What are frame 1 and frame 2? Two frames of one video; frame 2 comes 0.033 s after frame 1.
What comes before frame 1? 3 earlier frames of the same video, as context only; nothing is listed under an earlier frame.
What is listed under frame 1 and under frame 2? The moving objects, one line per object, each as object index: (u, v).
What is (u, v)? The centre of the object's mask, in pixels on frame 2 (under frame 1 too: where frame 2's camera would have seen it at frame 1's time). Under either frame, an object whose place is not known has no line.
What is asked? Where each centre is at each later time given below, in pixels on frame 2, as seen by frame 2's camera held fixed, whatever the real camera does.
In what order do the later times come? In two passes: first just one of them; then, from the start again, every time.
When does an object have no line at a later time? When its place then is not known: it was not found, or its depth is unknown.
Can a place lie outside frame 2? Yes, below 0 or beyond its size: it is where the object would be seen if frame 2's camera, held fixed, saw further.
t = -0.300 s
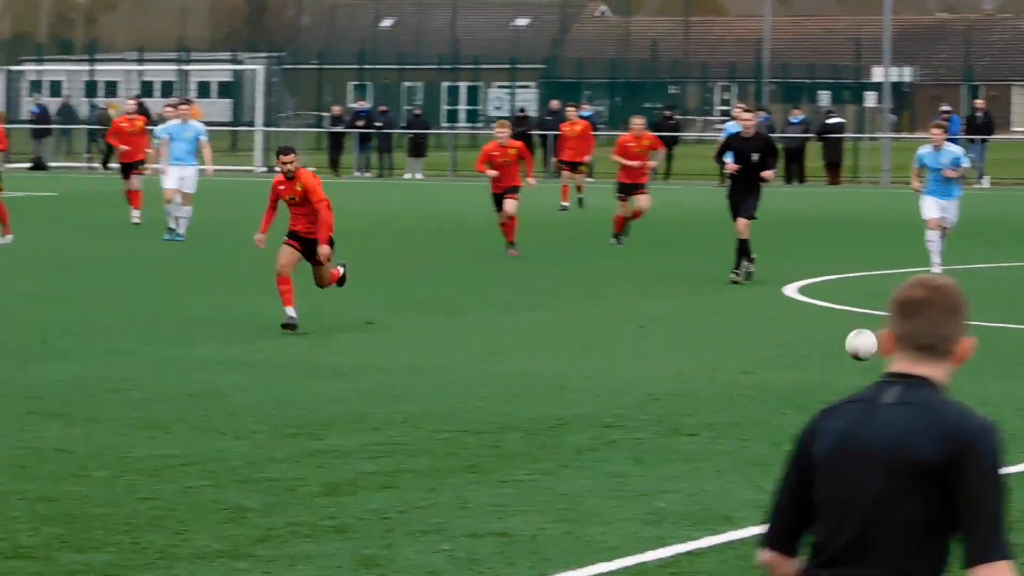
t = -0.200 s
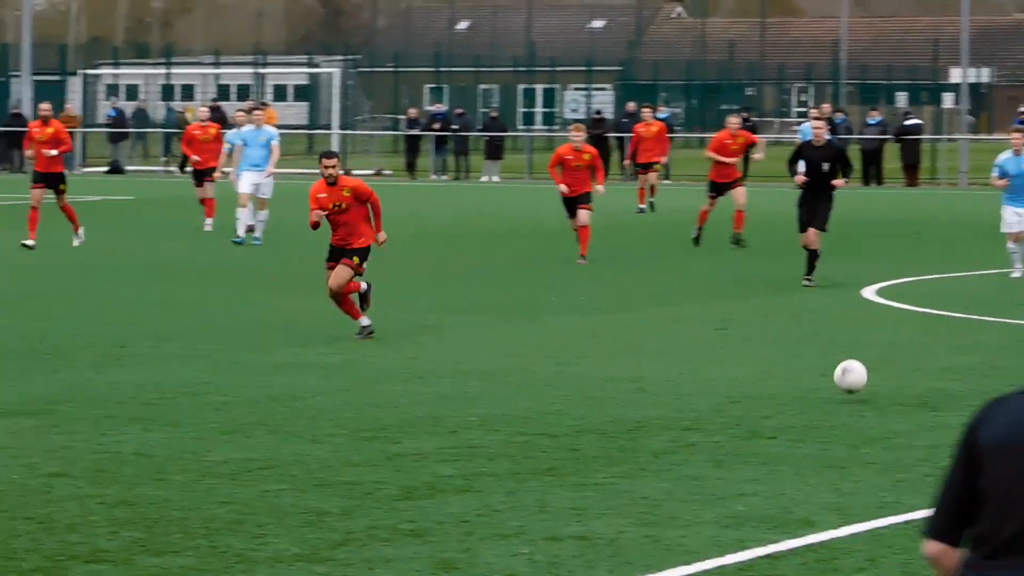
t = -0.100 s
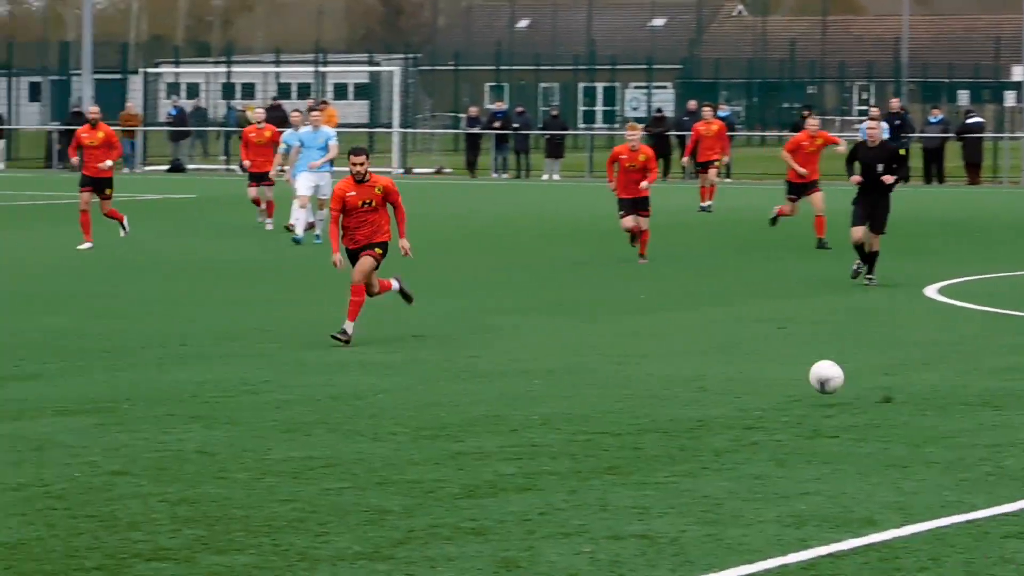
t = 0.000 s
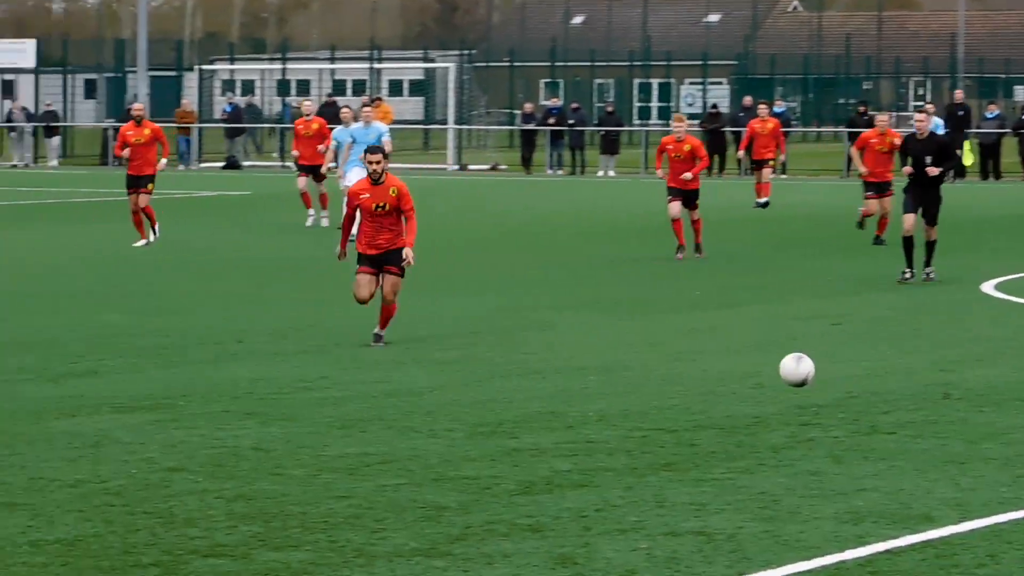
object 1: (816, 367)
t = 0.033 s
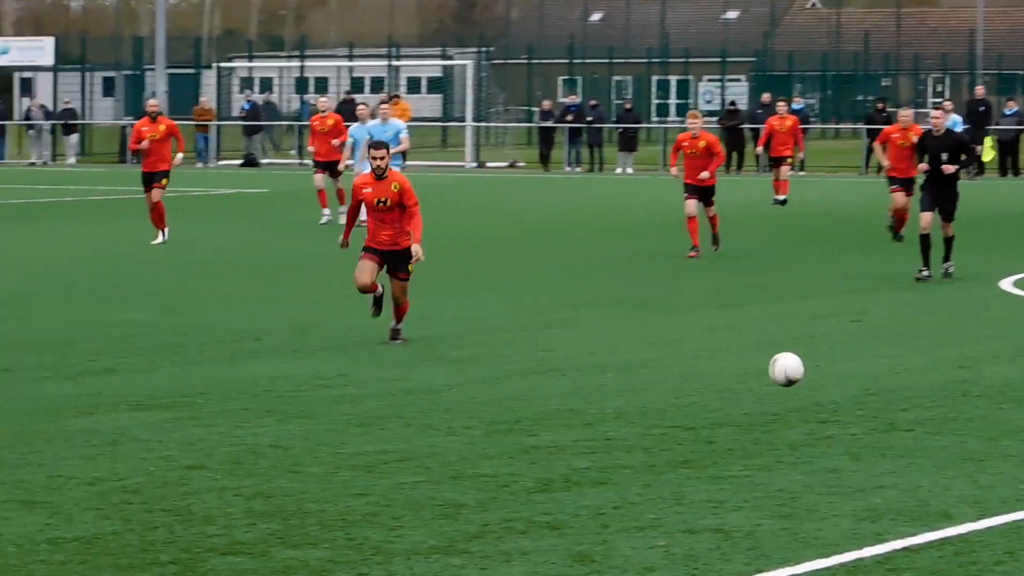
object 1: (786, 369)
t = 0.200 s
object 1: (637, 400)
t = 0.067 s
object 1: (755, 374)
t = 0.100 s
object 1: (726, 381)
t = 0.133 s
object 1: (696, 390)
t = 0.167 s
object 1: (667, 401)
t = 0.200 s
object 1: (637, 400)
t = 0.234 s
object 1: (607, 396)
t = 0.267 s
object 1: (577, 395)
